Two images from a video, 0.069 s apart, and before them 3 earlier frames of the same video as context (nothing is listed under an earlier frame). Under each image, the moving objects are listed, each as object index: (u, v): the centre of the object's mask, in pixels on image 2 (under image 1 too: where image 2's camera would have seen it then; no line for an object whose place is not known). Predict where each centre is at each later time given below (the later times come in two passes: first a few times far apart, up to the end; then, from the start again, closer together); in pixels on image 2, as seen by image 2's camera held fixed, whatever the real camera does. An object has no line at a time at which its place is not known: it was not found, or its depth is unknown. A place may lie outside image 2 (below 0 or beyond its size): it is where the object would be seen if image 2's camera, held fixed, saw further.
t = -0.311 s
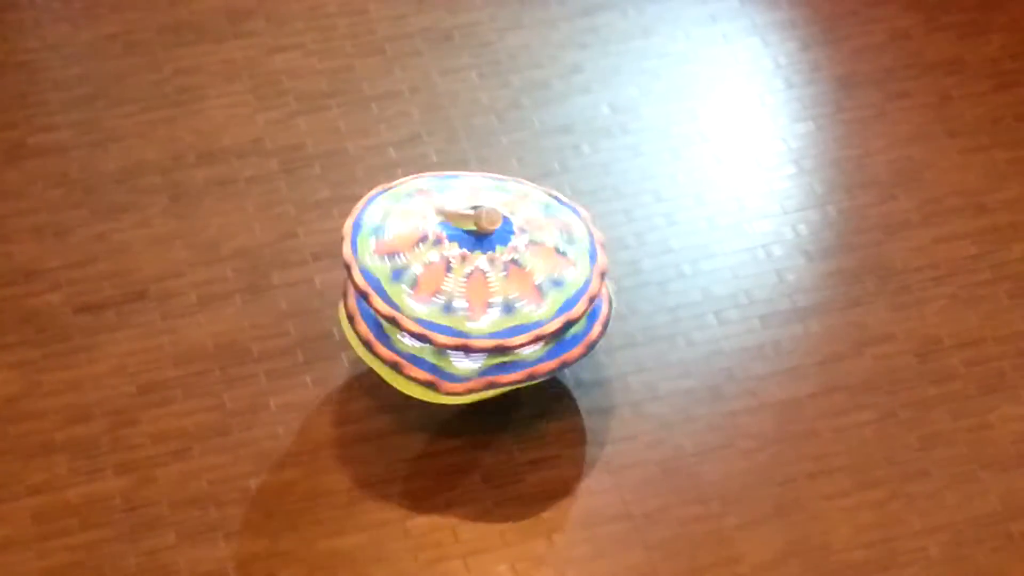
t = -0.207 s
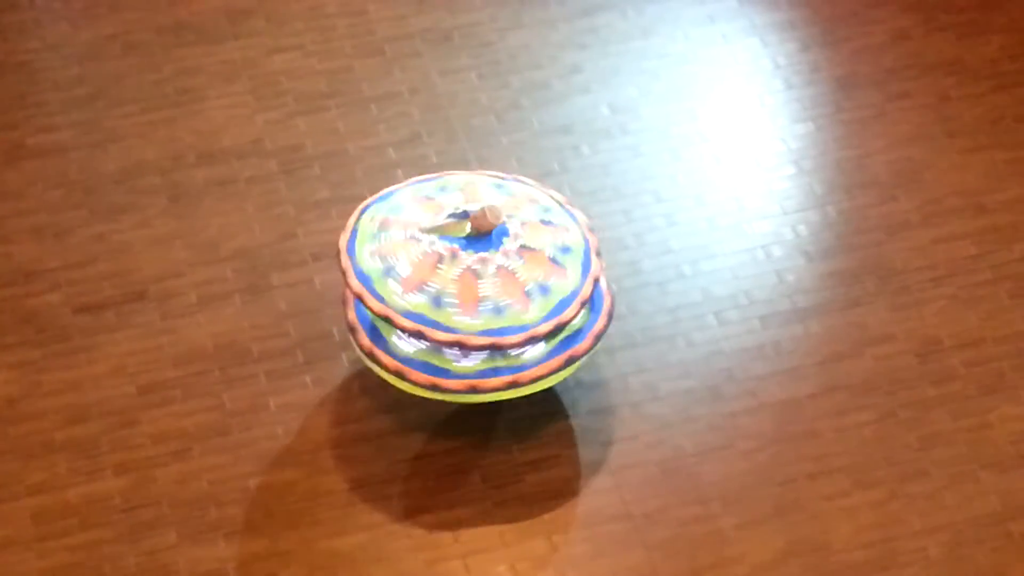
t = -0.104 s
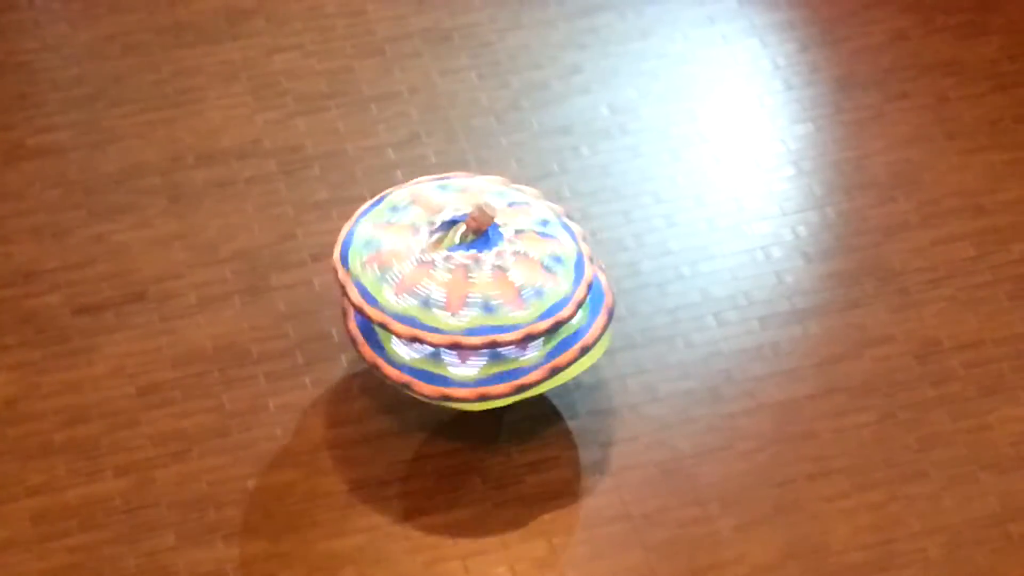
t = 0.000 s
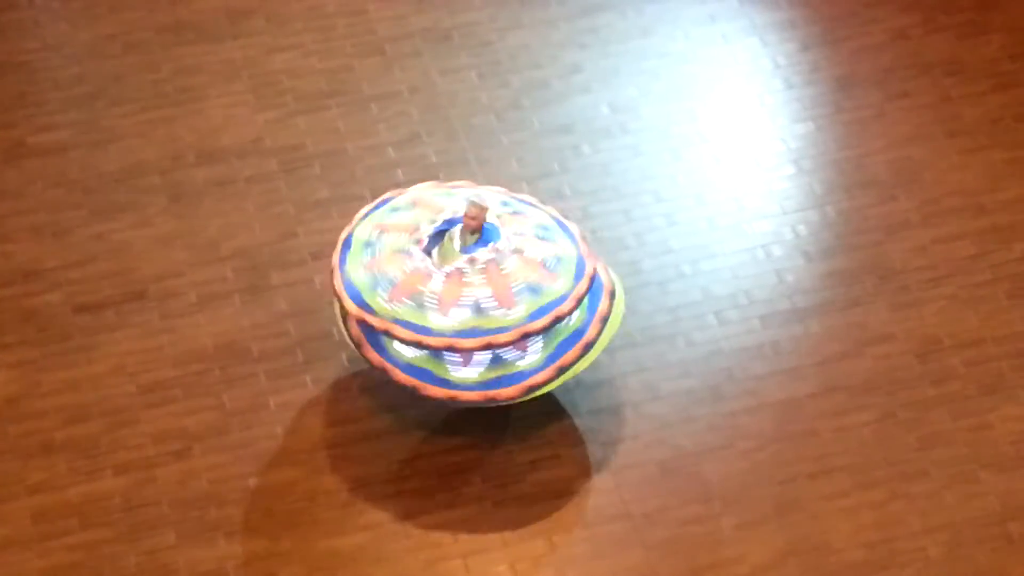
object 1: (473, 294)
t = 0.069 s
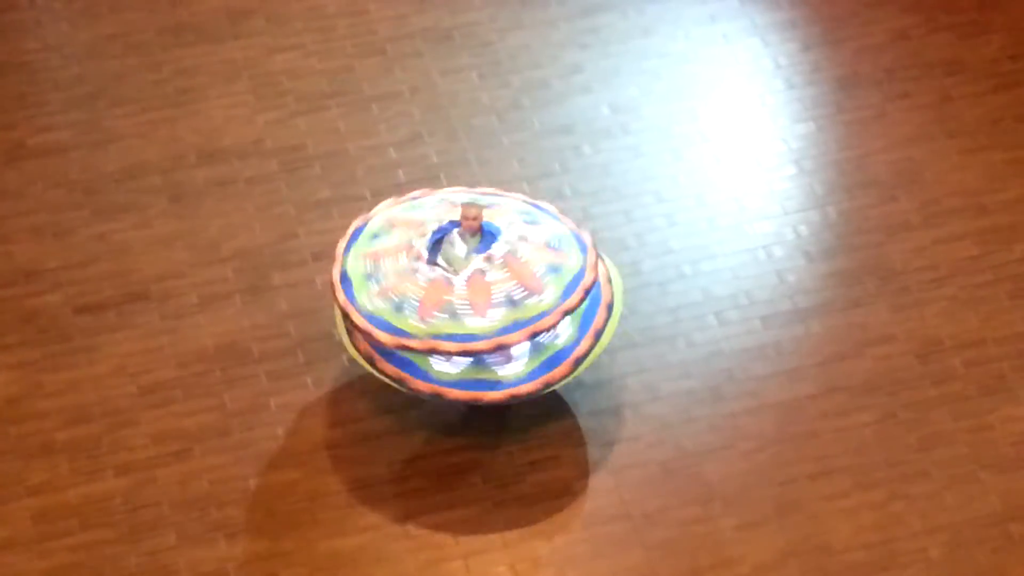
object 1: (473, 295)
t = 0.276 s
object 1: (480, 291)
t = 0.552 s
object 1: (481, 281)
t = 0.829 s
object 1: (477, 294)
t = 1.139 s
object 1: (476, 295)
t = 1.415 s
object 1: (485, 290)
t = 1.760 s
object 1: (477, 291)
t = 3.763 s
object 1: (469, 294)
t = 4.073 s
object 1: (457, 293)
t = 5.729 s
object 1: (453, 279)
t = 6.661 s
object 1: (450, 271)
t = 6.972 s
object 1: (442, 269)
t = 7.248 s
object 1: (443, 275)
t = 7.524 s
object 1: (444, 274)
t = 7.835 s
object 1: (446, 263)
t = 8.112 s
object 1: (432, 264)
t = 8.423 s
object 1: (438, 269)
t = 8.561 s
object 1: (442, 265)
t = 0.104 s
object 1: (472, 295)
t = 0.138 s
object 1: (472, 296)
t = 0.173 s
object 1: (473, 295)
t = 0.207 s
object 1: (475, 295)
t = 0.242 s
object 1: (478, 293)
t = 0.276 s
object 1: (480, 291)
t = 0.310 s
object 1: (481, 288)
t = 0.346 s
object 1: (482, 284)
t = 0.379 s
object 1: (482, 284)
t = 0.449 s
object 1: (482, 283)
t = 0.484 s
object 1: (482, 283)
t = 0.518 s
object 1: (482, 282)
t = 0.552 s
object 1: (481, 281)
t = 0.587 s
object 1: (480, 281)
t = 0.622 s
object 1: (480, 282)
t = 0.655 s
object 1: (478, 284)
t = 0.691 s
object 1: (477, 286)
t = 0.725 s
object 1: (477, 287)
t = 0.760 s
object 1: (477, 289)
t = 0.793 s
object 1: (477, 292)
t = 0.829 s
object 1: (477, 294)
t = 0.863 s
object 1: (479, 294)
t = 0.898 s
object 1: (479, 295)
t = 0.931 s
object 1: (478, 294)
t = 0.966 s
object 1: (476, 294)
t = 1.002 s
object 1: (475, 295)
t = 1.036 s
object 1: (474, 293)
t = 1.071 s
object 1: (474, 294)
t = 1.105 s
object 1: (474, 295)
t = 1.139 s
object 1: (476, 295)
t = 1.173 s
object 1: (478, 295)
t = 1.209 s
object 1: (480, 295)
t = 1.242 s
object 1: (482, 294)
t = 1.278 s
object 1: (484, 293)
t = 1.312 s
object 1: (484, 292)
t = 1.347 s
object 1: (484, 291)
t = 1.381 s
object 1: (484, 290)
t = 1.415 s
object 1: (485, 290)
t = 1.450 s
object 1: (486, 289)
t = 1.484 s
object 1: (487, 289)
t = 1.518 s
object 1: (488, 288)
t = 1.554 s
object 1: (488, 287)
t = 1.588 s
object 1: (488, 287)
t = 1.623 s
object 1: (487, 288)
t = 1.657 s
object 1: (484, 288)
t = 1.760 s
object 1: (477, 291)
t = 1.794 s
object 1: (474, 293)
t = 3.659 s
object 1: (472, 296)
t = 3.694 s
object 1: (472, 296)
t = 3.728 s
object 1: (471, 295)
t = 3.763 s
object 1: (469, 294)
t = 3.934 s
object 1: (458, 295)
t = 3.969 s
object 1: (457, 295)
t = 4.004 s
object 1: (457, 295)
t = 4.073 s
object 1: (457, 293)
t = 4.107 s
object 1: (456, 292)
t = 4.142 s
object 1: (456, 292)
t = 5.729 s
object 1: (453, 279)
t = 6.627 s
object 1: (450, 272)
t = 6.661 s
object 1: (450, 271)
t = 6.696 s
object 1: (450, 270)
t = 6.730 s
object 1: (449, 270)
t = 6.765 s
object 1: (448, 269)
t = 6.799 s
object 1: (448, 268)
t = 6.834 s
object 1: (447, 267)
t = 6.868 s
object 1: (444, 268)
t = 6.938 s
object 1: (443, 269)
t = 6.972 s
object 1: (442, 269)
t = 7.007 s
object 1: (440, 270)
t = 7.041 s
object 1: (440, 270)
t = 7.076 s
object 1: (439, 270)
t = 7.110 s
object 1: (439, 271)
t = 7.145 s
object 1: (439, 272)
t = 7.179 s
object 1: (440, 274)
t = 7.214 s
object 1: (441, 275)
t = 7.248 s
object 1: (443, 275)
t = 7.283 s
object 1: (444, 276)
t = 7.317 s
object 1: (445, 276)
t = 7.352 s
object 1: (446, 276)
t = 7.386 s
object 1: (446, 275)
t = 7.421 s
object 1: (446, 275)
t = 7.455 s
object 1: (445, 274)
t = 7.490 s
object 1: (445, 274)
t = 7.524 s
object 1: (444, 274)
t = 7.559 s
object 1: (444, 273)
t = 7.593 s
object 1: (444, 272)
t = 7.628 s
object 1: (445, 271)
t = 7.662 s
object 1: (446, 271)
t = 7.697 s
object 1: (446, 270)
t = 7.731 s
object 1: (447, 268)
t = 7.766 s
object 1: (447, 266)
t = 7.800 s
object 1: (447, 264)
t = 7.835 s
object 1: (446, 263)
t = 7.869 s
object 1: (444, 263)
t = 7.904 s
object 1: (443, 263)
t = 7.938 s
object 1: (439, 262)
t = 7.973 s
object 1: (438, 262)
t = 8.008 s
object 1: (436, 262)
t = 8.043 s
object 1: (435, 262)
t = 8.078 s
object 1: (433, 263)
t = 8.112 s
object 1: (432, 264)
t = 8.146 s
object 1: (432, 265)
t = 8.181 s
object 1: (432, 267)
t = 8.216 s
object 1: (432, 268)
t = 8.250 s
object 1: (433, 270)
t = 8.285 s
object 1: (434, 271)
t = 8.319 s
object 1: (436, 271)
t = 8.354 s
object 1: (437, 271)
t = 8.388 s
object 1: (437, 270)
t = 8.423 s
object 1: (438, 269)
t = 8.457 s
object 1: (439, 268)
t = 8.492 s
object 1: (440, 266)
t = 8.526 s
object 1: (440, 266)
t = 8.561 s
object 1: (442, 265)
